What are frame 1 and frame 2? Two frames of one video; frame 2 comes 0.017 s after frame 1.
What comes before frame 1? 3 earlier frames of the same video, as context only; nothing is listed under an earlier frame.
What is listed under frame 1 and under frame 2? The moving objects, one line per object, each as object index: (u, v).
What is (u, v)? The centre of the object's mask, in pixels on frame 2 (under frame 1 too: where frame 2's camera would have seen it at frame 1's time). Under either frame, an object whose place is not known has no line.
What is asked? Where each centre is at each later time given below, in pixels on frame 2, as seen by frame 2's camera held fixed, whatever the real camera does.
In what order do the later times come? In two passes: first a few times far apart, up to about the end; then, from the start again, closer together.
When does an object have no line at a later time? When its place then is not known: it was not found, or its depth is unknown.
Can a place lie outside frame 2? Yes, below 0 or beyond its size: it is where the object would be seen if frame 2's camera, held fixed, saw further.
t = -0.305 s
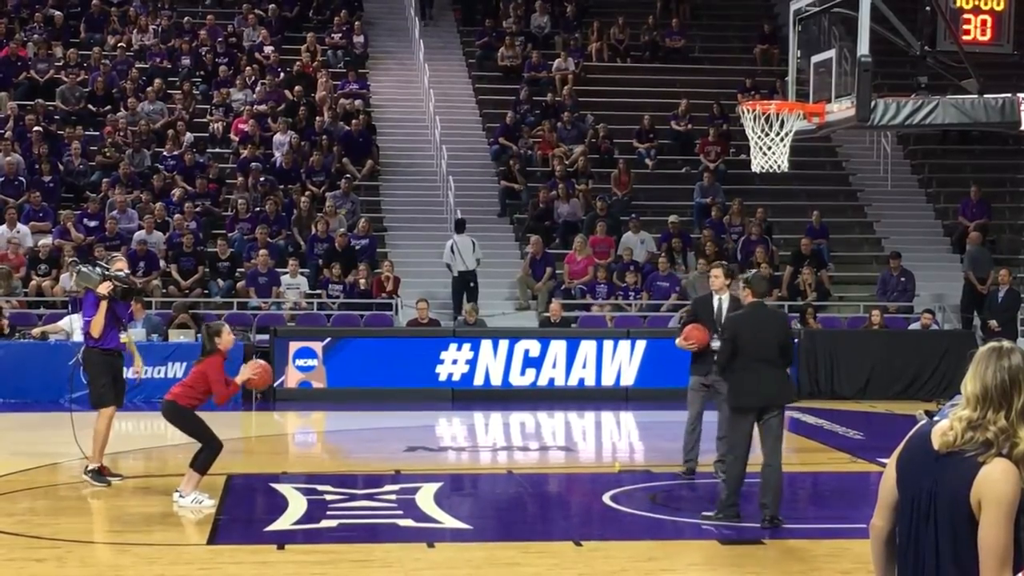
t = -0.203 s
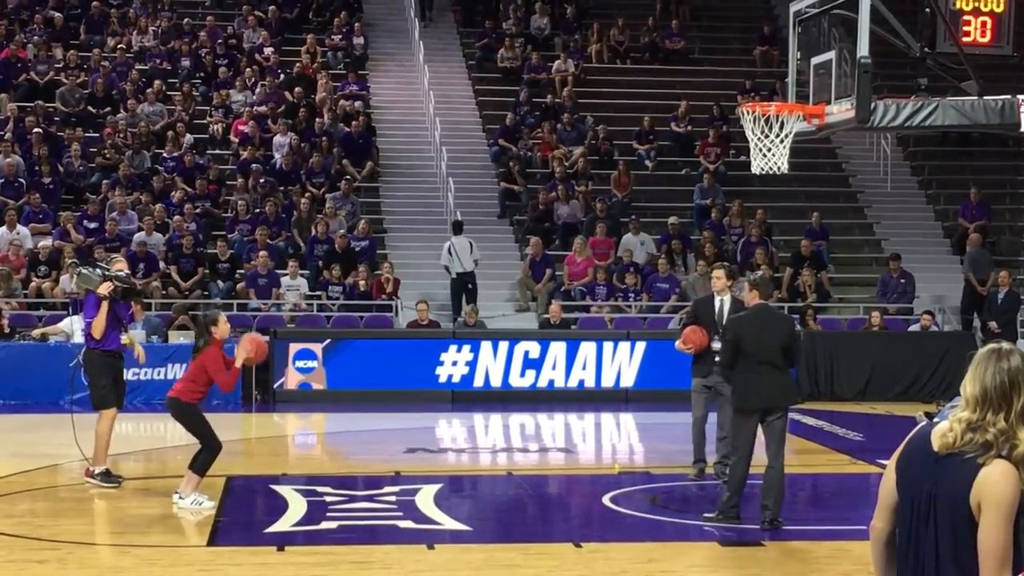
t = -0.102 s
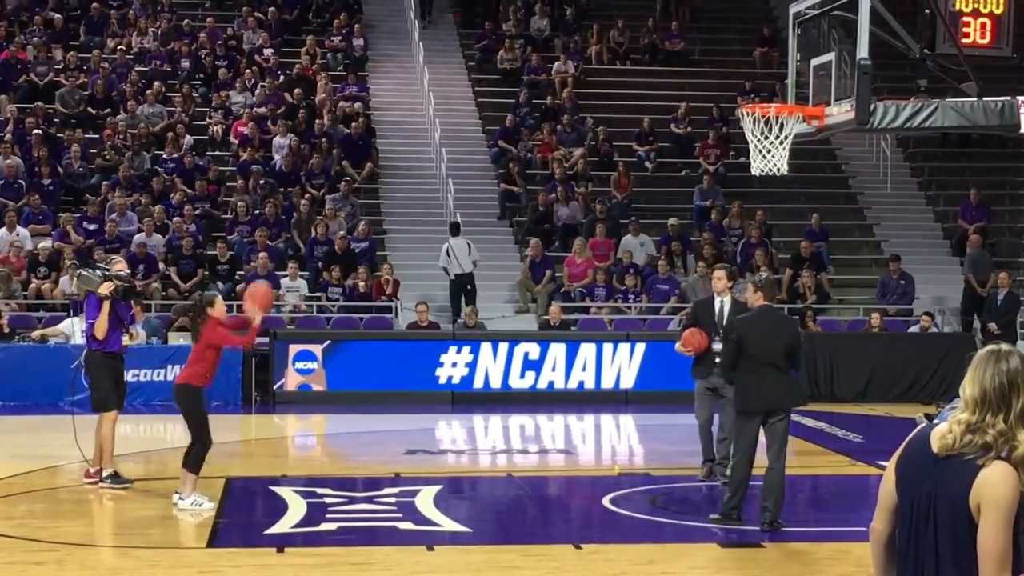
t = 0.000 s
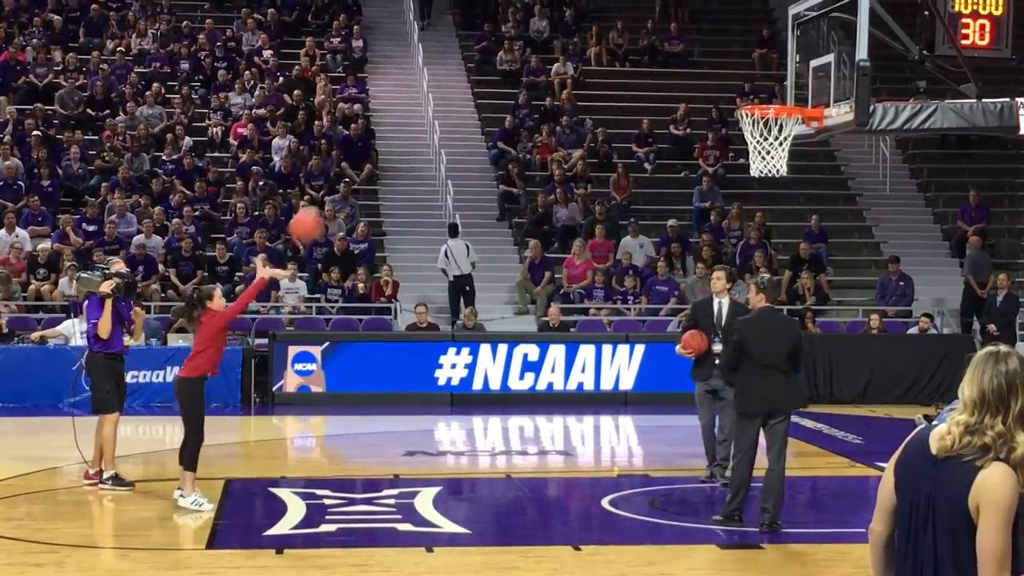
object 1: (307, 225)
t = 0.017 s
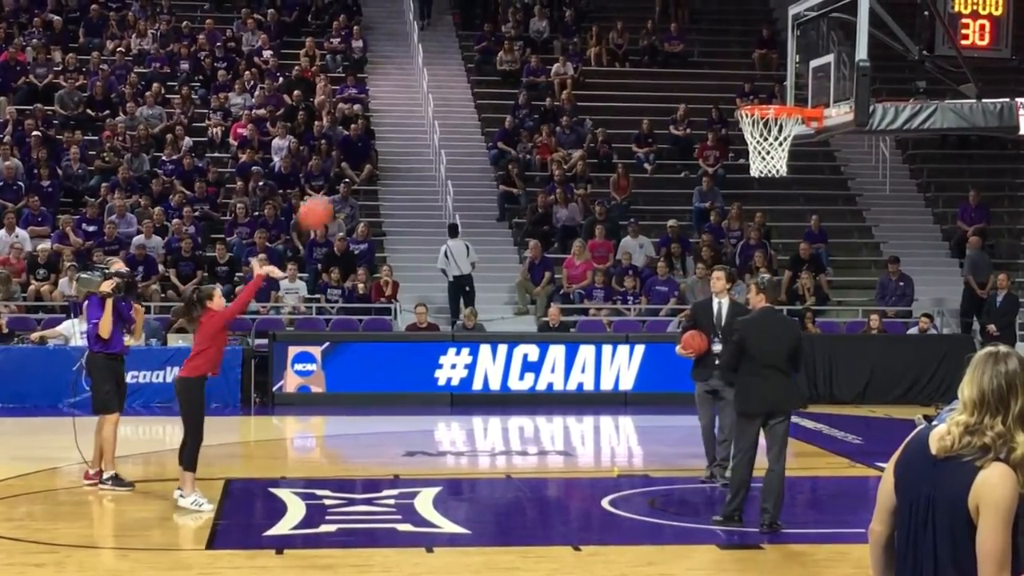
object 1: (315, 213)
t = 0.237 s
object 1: (432, 94)
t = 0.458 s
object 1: (546, 37)
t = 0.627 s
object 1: (632, 33)
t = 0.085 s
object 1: (352, 170)
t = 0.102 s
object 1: (360, 161)
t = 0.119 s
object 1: (369, 150)
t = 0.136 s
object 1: (378, 142)
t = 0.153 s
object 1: (386, 132)
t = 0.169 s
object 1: (397, 122)
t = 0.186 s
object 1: (405, 115)
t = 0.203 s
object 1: (413, 108)
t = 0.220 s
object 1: (423, 101)
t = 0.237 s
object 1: (432, 94)
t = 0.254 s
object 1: (441, 87)
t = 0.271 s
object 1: (450, 81)
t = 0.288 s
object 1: (459, 75)
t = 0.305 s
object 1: (467, 69)
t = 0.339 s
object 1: (485, 60)
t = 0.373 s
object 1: (502, 52)
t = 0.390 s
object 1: (511, 49)
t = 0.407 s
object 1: (519, 45)
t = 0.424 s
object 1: (528, 42)
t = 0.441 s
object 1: (536, 39)
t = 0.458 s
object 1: (546, 37)
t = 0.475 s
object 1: (554, 35)
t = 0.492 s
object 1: (563, 33)
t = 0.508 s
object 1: (572, 32)
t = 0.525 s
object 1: (580, 31)
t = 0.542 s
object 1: (589, 30)
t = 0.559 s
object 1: (598, 30)
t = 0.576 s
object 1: (606, 30)
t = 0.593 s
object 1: (614, 31)
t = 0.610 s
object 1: (623, 32)
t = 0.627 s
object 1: (632, 33)
